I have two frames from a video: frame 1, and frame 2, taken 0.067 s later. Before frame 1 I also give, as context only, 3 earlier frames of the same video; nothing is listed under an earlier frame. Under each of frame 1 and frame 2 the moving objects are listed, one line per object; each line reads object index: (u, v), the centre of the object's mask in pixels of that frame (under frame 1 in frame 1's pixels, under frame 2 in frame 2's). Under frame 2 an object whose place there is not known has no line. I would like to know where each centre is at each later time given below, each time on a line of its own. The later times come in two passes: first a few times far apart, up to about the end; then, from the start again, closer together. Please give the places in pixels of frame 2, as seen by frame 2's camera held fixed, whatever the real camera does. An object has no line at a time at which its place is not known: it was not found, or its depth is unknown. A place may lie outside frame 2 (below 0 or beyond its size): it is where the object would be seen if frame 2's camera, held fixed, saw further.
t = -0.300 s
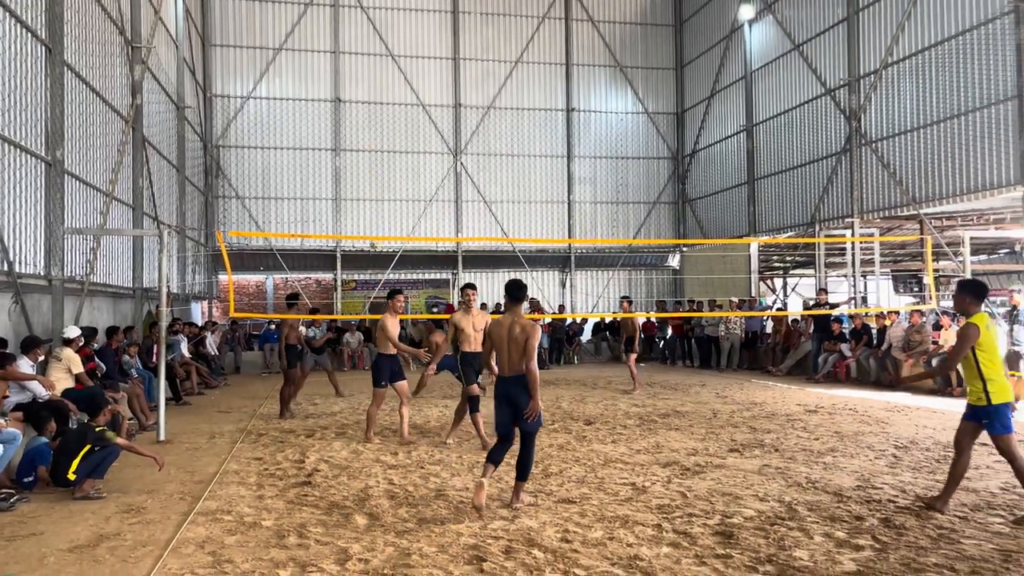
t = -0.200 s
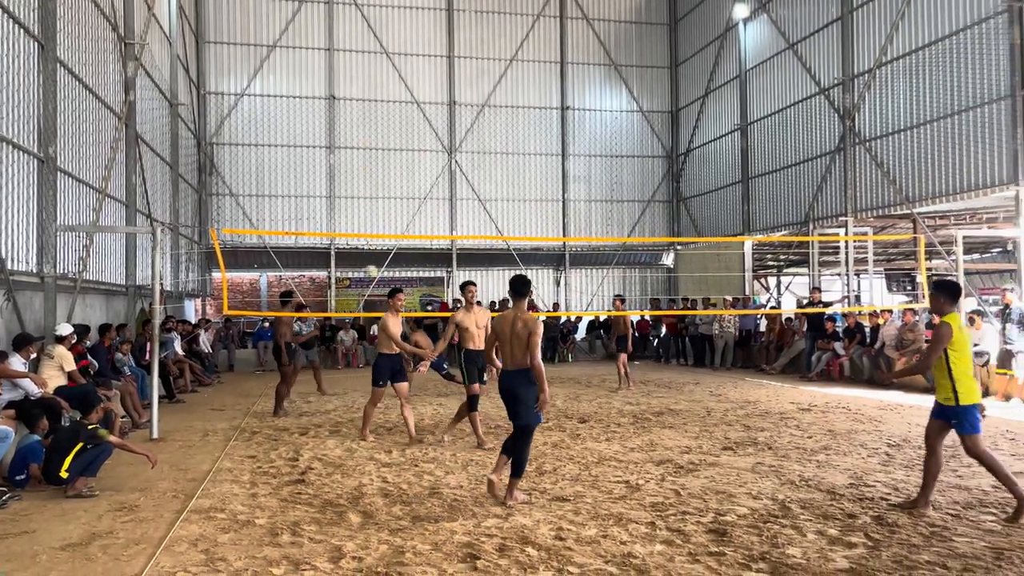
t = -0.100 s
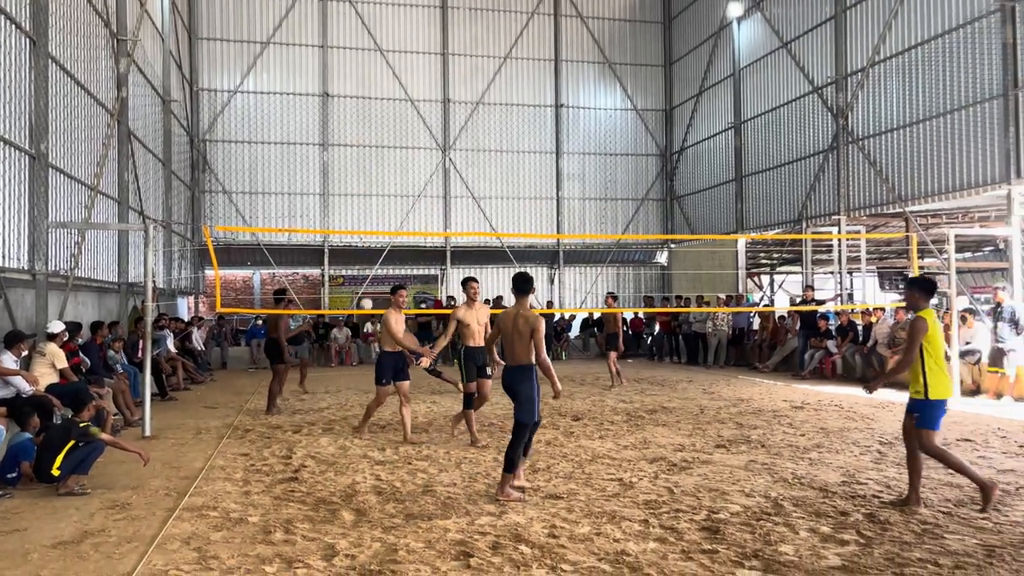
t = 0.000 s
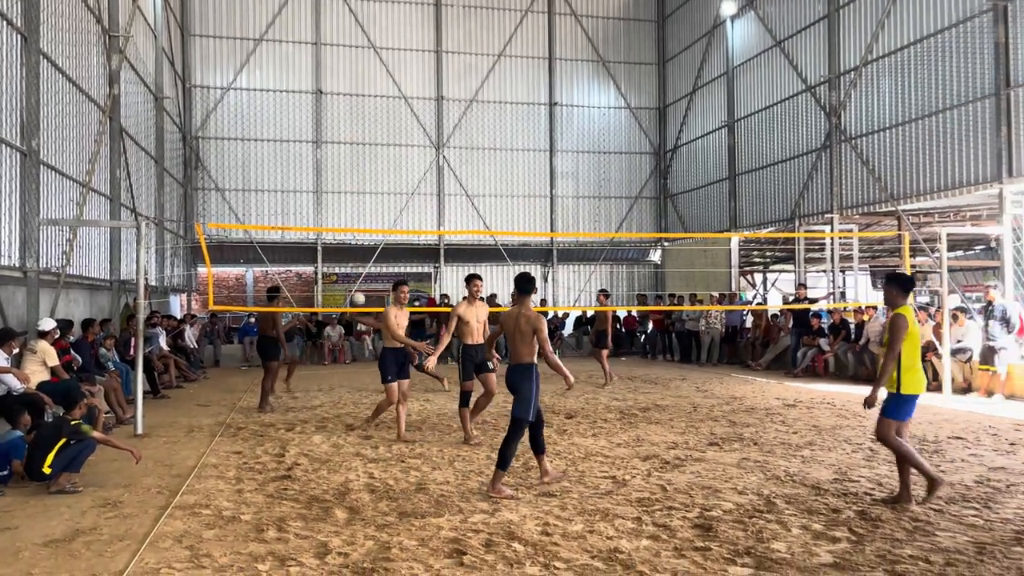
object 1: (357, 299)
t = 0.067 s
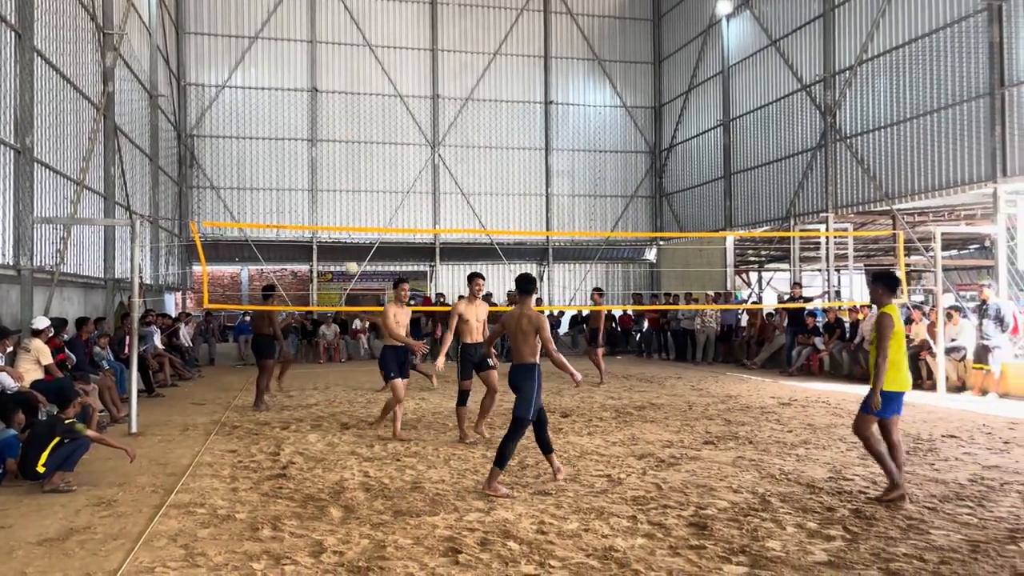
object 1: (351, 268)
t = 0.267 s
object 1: (342, 195)
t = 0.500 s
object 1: (332, 135)
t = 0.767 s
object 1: (321, 107)
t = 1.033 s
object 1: (309, 121)
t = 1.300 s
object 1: (296, 186)
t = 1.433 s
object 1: (291, 240)
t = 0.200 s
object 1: (345, 217)
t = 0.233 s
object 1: (344, 207)
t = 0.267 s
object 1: (342, 195)
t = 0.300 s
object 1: (342, 185)
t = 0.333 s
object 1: (340, 176)
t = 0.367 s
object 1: (339, 167)
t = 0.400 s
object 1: (336, 157)
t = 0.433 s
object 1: (336, 150)
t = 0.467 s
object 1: (335, 143)
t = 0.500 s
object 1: (332, 135)
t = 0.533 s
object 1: (331, 130)
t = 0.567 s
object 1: (330, 124)
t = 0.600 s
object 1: (328, 118)
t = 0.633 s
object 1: (327, 116)
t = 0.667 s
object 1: (324, 112)
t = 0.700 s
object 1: (323, 109)
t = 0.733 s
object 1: (322, 108)
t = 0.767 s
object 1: (321, 107)
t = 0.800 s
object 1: (318, 105)
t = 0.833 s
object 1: (318, 105)
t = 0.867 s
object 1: (317, 106)
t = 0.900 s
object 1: (314, 108)
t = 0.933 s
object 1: (313, 110)
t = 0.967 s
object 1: (312, 113)
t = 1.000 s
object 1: (310, 117)
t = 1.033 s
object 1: (309, 121)
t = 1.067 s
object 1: (307, 127)
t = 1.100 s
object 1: (306, 133)
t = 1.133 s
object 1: (304, 140)
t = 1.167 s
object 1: (302, 147)
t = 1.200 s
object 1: (301, 156)
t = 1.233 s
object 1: (299, 165)
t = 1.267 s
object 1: (298, 175)
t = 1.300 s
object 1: (296, 186)
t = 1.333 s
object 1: (294, 198)
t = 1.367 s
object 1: (292, 211)
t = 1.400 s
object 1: (291, 221)
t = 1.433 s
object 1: (291, 240)
